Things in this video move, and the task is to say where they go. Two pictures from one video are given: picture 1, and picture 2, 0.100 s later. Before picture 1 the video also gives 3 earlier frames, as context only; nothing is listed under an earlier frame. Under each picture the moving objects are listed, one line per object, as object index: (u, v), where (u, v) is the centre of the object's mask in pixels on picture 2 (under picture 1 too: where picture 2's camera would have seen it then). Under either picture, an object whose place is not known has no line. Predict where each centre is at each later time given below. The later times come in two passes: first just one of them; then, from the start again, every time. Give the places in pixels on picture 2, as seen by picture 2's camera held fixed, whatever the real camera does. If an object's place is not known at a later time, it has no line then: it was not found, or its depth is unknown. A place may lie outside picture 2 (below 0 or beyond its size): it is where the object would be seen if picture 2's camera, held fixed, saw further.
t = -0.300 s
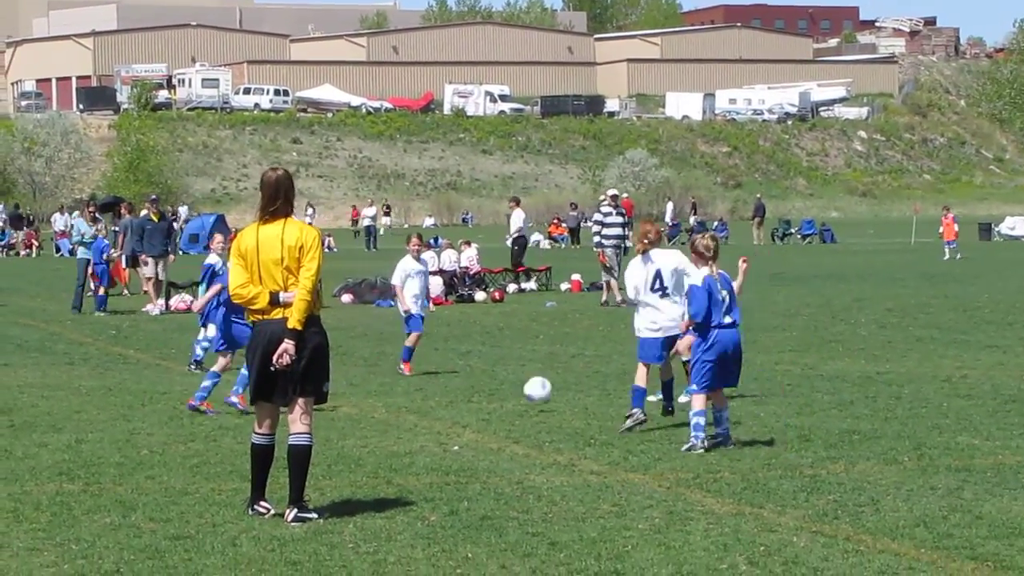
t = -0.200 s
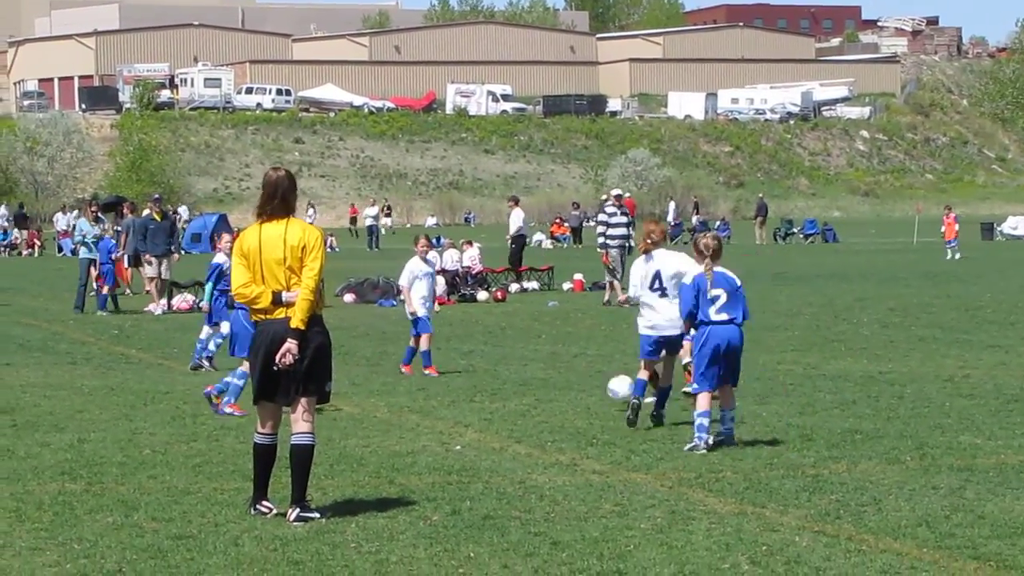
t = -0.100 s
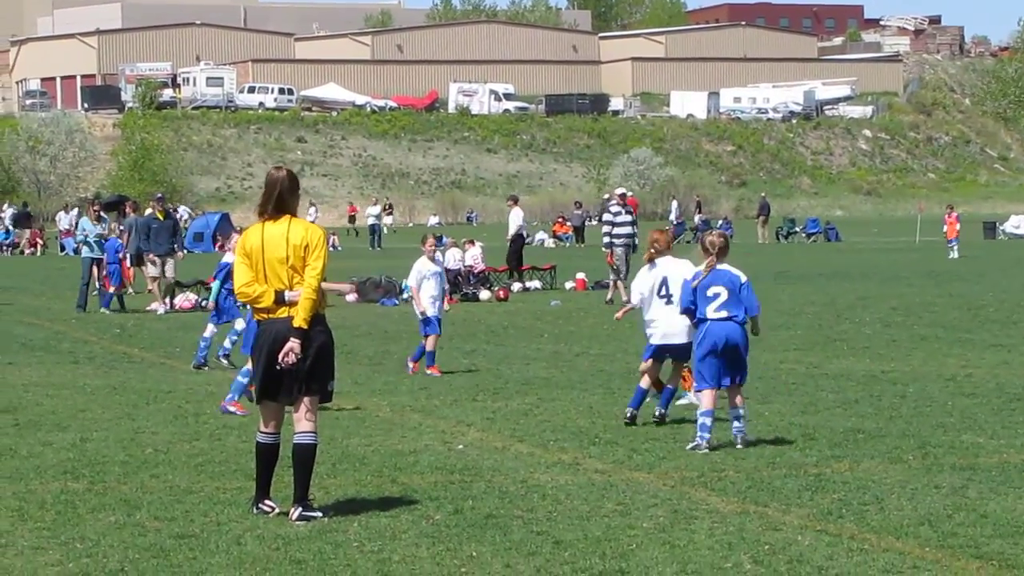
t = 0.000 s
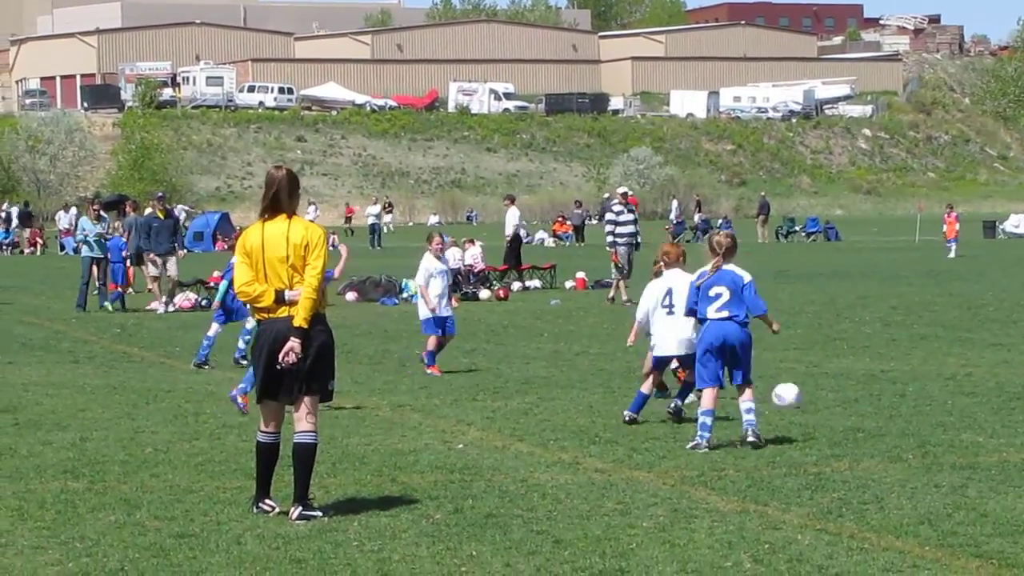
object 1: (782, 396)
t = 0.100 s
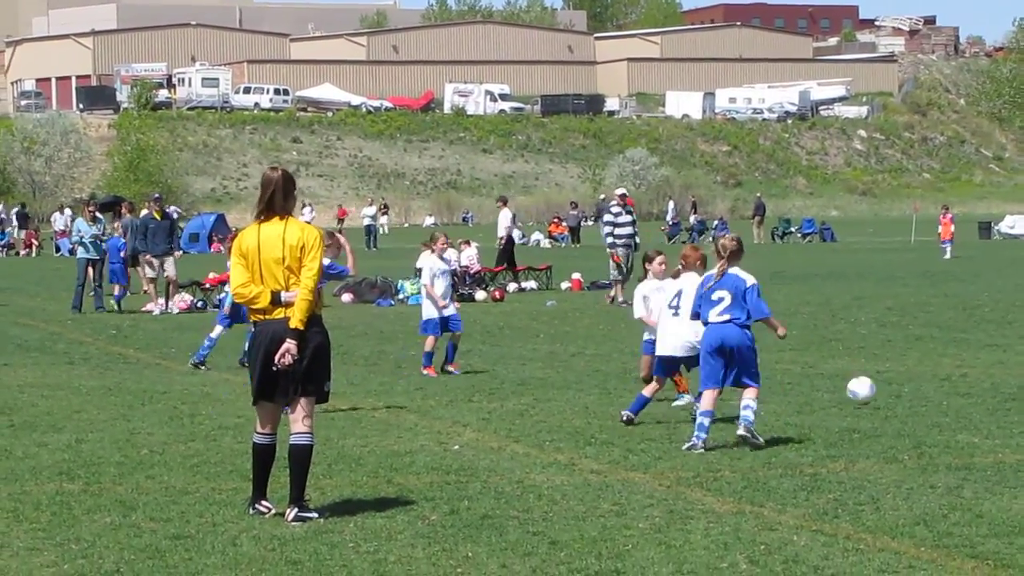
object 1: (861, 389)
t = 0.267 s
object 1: (991, 393)
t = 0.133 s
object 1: (887, 388)
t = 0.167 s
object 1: (913, 388)
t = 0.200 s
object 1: (939, 391)
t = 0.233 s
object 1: (965, 395)
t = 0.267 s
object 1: (991, 393)
